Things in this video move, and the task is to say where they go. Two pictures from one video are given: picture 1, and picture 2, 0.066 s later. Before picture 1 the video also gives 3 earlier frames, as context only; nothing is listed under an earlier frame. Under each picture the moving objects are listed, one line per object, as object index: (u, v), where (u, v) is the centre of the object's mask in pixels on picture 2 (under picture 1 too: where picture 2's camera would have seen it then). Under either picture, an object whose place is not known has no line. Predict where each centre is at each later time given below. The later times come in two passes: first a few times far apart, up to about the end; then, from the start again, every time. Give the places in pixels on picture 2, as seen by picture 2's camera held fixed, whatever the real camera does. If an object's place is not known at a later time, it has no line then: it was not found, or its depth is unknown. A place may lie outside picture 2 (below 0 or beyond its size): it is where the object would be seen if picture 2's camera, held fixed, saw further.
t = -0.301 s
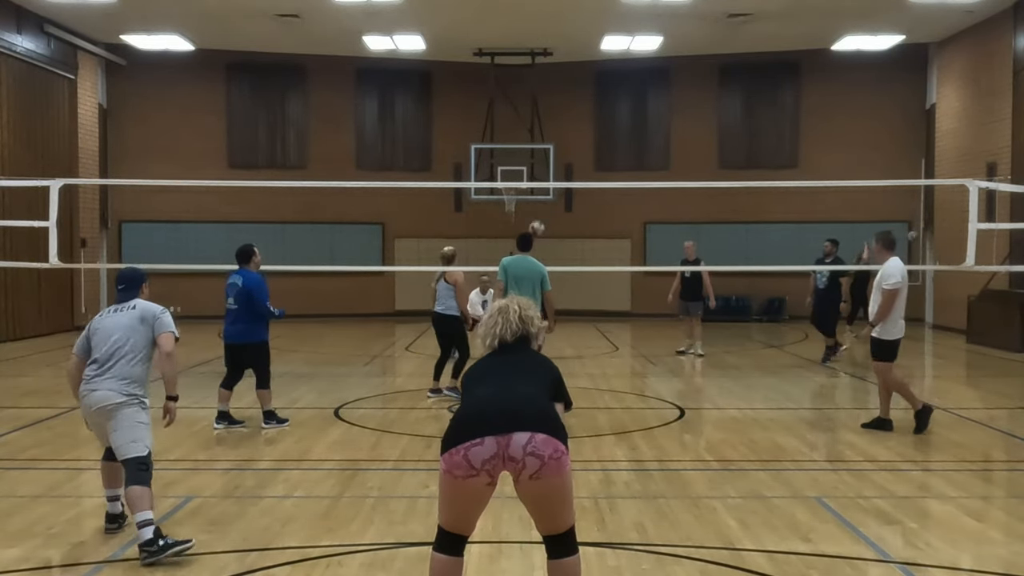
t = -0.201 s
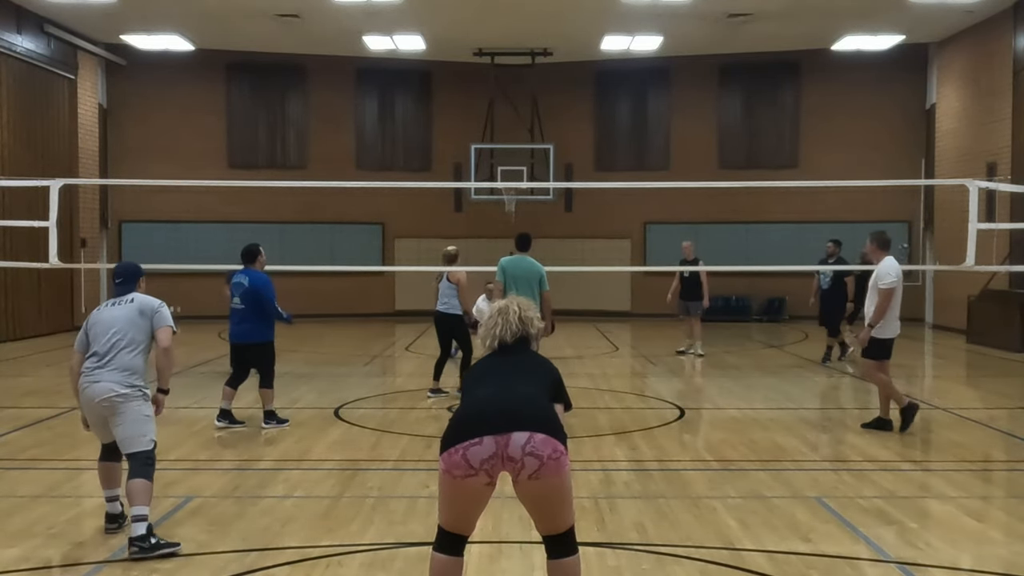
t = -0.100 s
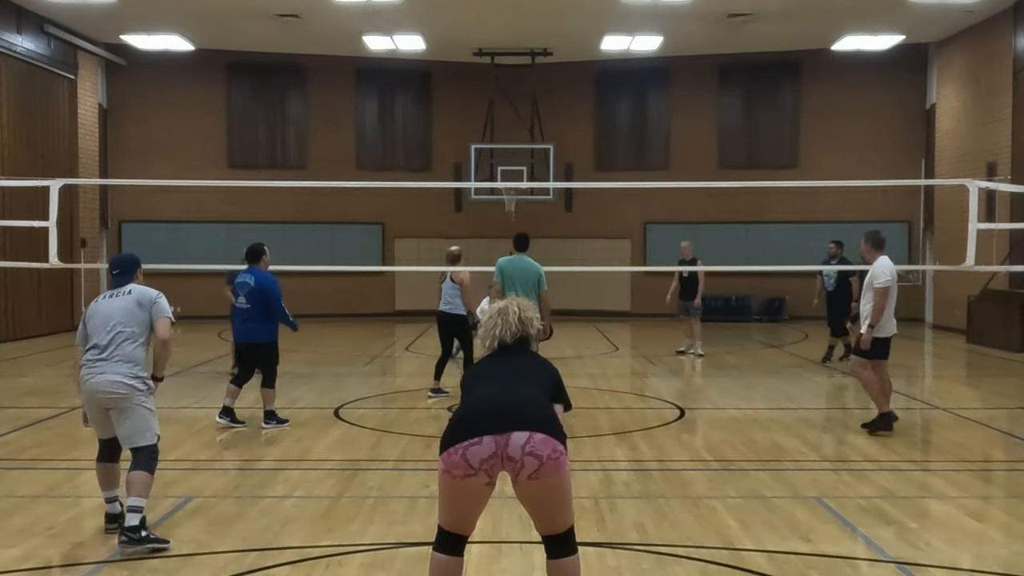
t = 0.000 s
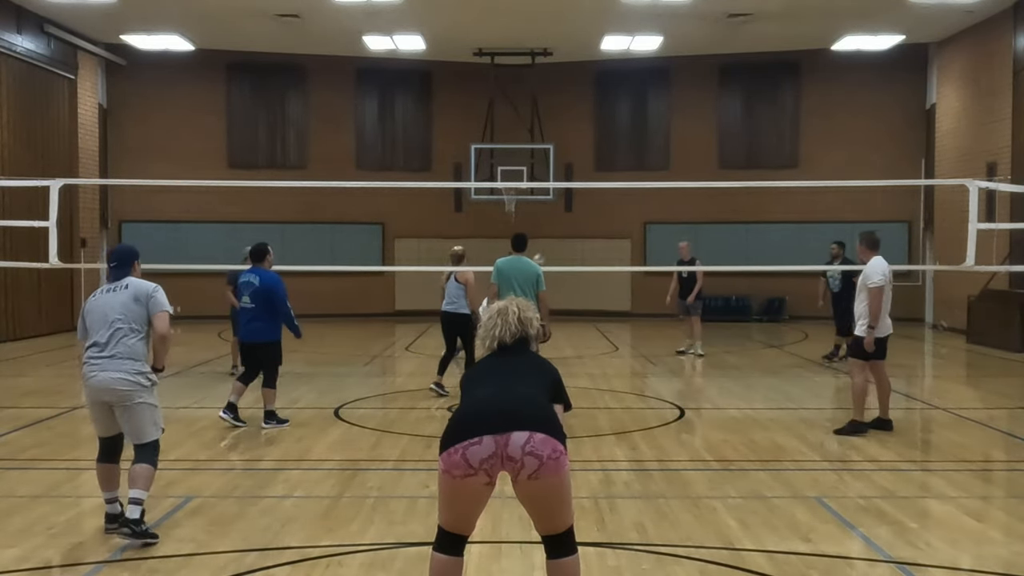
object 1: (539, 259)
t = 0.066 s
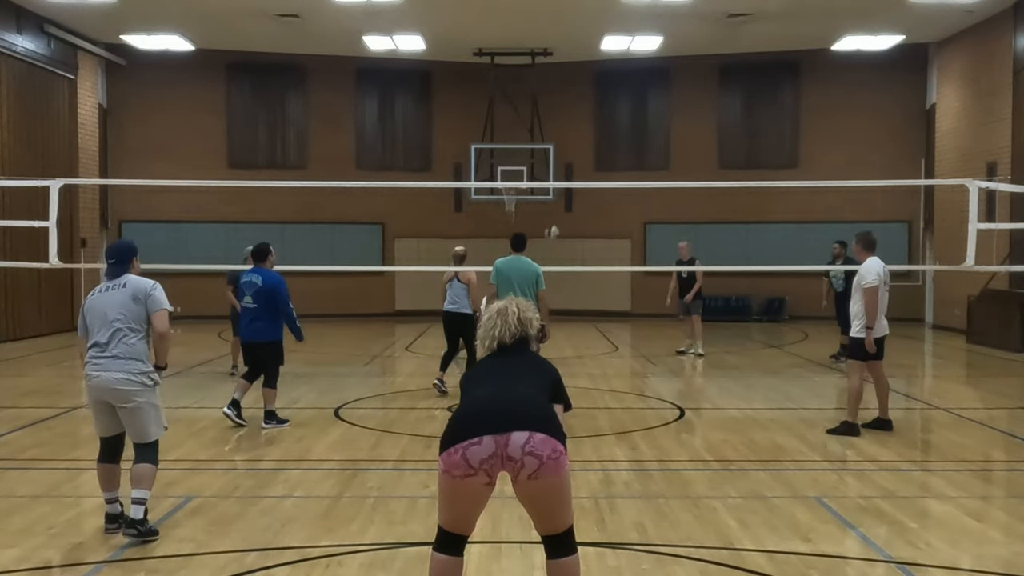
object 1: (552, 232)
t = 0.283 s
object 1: (596, 157)
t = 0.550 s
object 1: (651, 105)
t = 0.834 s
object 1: (710, 106)
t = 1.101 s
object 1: (766, 158)
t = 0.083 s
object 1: (555, 225)
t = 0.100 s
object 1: (558, 218)
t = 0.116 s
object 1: (561, 212)
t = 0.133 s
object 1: (565, 205)
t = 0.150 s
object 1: (568, 201)
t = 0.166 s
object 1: (572, 194)
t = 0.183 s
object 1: (574, 188)
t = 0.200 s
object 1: (579, 178)
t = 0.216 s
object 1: (582, 175)
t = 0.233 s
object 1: (586, 171)
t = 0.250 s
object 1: (590, 166)
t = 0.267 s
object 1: (593, 161)
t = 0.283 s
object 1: (596, 157)
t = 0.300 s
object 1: (599, 152)
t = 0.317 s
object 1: (603, 148)
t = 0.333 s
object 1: (606, 143)
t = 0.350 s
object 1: (609, 139)
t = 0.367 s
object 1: (613, 136)
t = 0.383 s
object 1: (617, 132)
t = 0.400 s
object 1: (619, 129)
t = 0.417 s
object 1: (623, 125)
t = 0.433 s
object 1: (627, 122)
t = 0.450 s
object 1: (631, 119)
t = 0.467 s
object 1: (634, 117)
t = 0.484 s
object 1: (637, 115)
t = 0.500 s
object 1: (641, 112)
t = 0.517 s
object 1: (644, 110)
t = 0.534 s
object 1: (648, 108)
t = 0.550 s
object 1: (651, 105)
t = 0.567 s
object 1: (654, 104)
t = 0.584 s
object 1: (658, 103)
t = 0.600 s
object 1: (661, 102)
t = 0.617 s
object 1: (665, 101)
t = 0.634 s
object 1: (668, 100)
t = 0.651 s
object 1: (672, 99)
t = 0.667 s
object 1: (676, 99)
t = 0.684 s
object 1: (679, 99)
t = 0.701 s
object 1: (683, 99)
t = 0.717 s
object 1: (686, 99)
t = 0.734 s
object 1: (690, 100)
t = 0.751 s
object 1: (693, 100)
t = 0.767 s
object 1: (696, 101)
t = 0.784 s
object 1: (700, 102)
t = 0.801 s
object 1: (703, 103)
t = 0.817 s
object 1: (707, 105)
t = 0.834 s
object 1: (710, 106)
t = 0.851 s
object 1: (713, 108)
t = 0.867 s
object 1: (718, 110)
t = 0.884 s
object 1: (721, 112)
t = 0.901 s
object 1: (725, 114)
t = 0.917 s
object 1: (728, 117)
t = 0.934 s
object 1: (731, 120)
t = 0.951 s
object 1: (735, 123)
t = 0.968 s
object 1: (738, 126)
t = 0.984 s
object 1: (742, 129)
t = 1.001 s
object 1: (745, 133)
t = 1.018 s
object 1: (749, 137)
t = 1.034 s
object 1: (752, 141)
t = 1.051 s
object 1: (755, 145)
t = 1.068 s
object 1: (759, 149)
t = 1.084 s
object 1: (762, 154)
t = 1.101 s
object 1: (766, 158)
